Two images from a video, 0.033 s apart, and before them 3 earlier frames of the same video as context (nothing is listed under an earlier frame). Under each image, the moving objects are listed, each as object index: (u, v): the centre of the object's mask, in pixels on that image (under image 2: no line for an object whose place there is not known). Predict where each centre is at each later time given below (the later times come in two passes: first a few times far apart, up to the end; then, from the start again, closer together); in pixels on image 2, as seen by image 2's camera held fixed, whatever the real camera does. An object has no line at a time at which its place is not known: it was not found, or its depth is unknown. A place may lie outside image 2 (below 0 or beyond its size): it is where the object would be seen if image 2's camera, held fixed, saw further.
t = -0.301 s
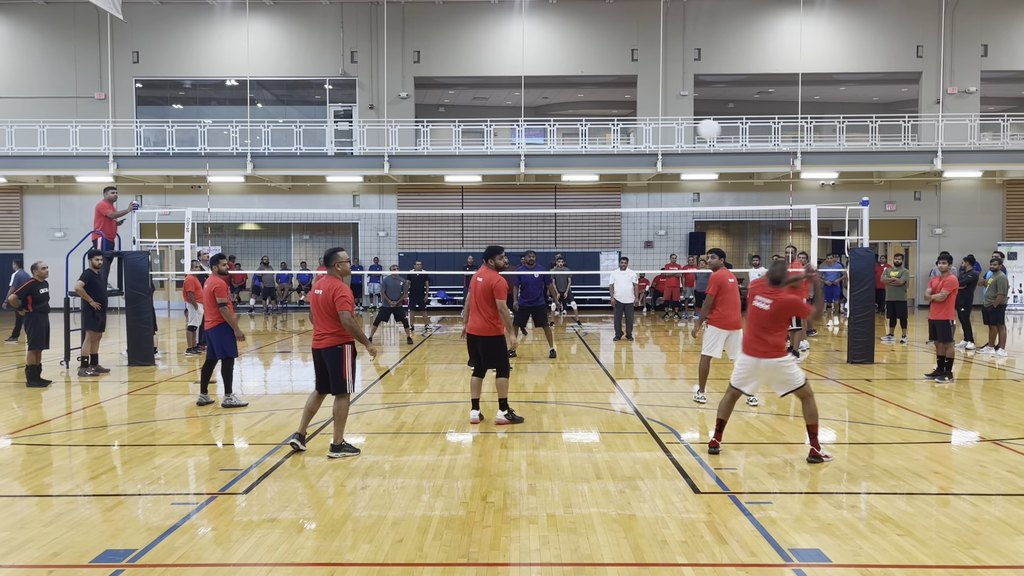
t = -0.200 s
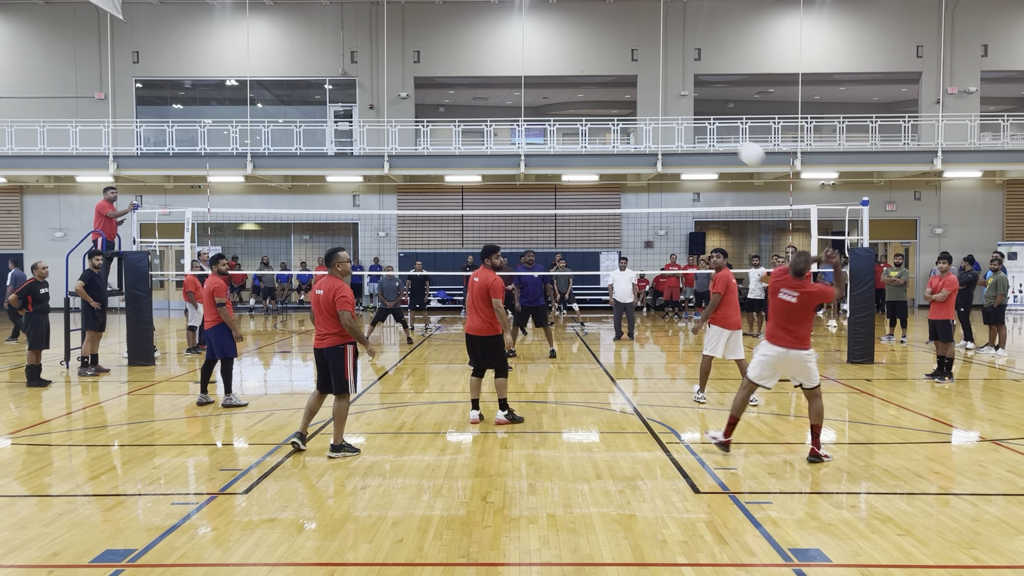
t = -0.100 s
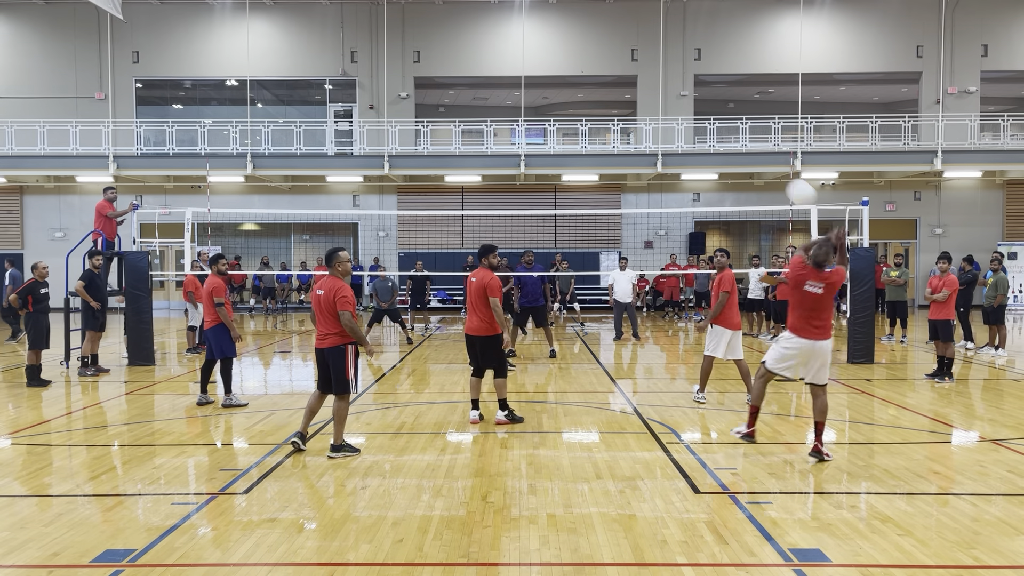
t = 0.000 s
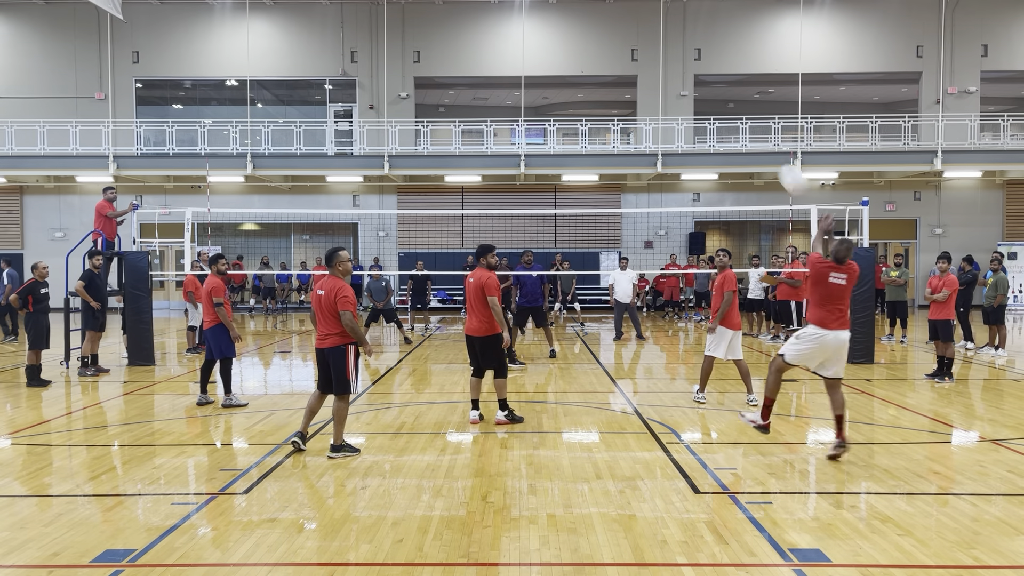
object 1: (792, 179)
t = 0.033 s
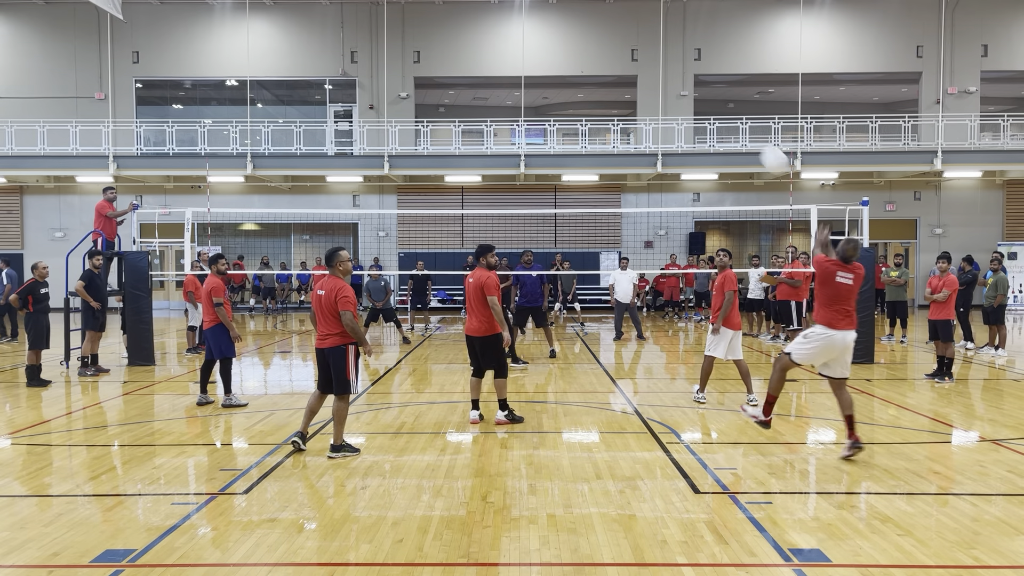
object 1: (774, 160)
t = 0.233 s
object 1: (684, 87)
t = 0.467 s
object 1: (612, 65)
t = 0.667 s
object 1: (570, 79)
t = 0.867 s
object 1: (538, 111)
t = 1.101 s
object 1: (511, 164)
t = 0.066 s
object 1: (757, 142)
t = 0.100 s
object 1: (739, 127)
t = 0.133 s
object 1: (724, 113)
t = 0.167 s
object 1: (710, 104)
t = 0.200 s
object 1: (697, 95)
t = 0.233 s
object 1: (684, 87)
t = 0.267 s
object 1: (672, 80)
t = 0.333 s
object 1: (649, 71)
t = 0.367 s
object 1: (639, 68)
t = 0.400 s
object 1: (630, 66)
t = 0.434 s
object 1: (620, 65)
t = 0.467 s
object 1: (612, 65)
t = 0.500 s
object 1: (604, 66)
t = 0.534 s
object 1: (596, 67)
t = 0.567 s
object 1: (589, 69)
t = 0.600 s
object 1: (582, 72)
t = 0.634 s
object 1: (576, 75)
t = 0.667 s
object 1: (570, 79)
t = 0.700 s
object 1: (564, 83)
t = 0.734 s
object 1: (558, 88)
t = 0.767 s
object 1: (553, 93)
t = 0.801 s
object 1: (548, 99)
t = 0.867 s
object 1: (538, 111)
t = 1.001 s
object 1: (521, 140)
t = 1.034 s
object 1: (517, 148)
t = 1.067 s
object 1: (514, 156)
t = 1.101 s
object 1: (511, 164)
